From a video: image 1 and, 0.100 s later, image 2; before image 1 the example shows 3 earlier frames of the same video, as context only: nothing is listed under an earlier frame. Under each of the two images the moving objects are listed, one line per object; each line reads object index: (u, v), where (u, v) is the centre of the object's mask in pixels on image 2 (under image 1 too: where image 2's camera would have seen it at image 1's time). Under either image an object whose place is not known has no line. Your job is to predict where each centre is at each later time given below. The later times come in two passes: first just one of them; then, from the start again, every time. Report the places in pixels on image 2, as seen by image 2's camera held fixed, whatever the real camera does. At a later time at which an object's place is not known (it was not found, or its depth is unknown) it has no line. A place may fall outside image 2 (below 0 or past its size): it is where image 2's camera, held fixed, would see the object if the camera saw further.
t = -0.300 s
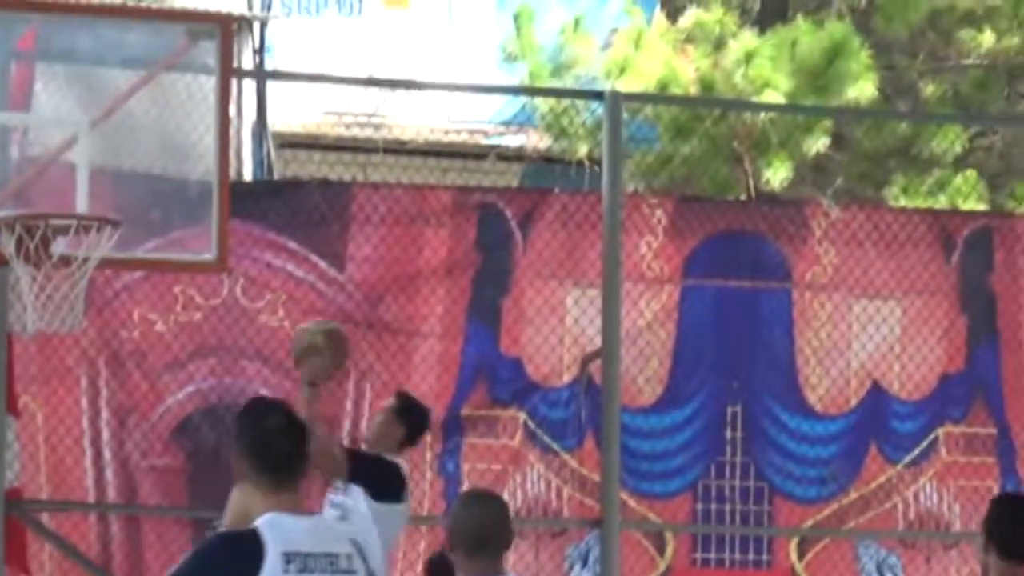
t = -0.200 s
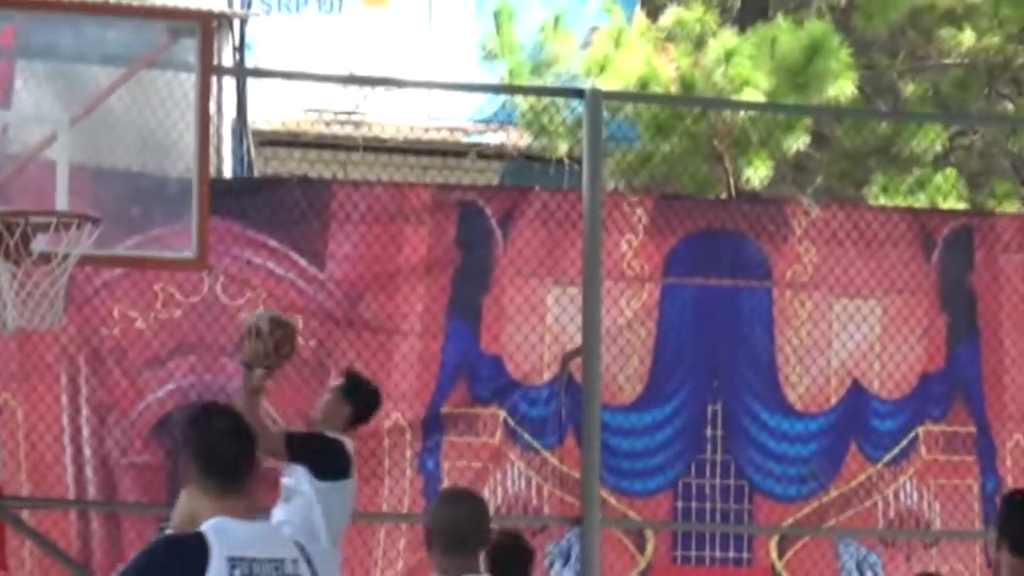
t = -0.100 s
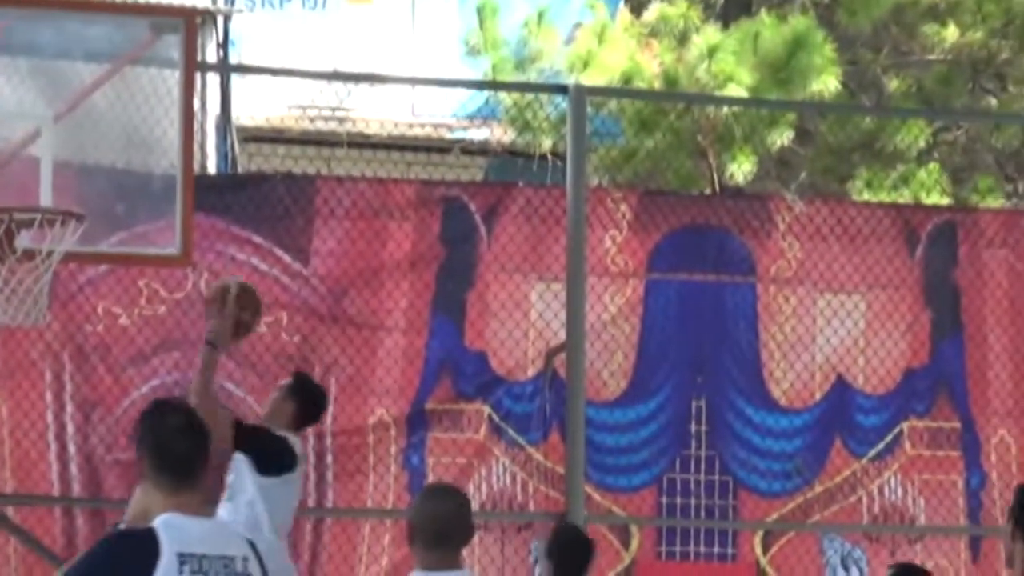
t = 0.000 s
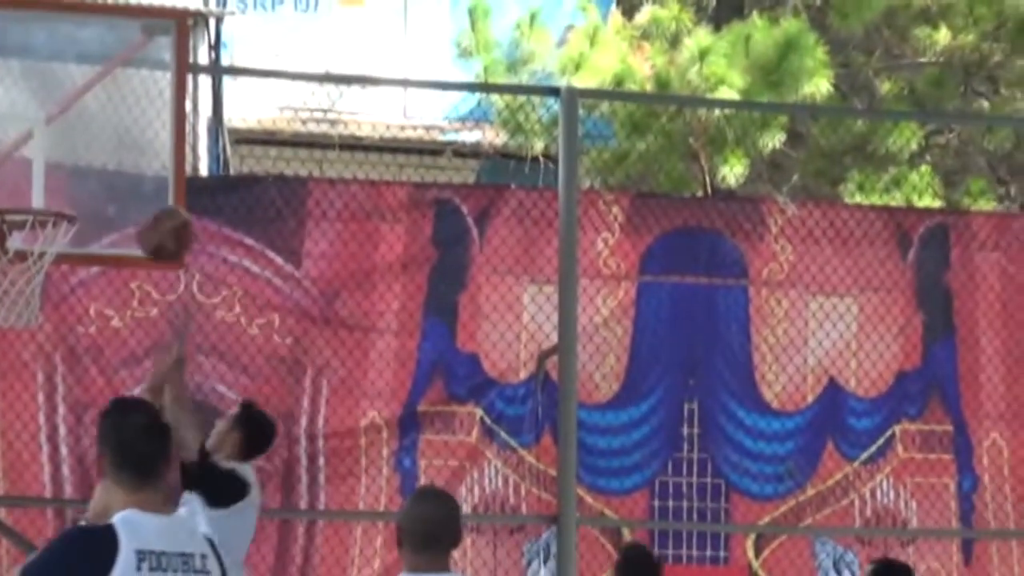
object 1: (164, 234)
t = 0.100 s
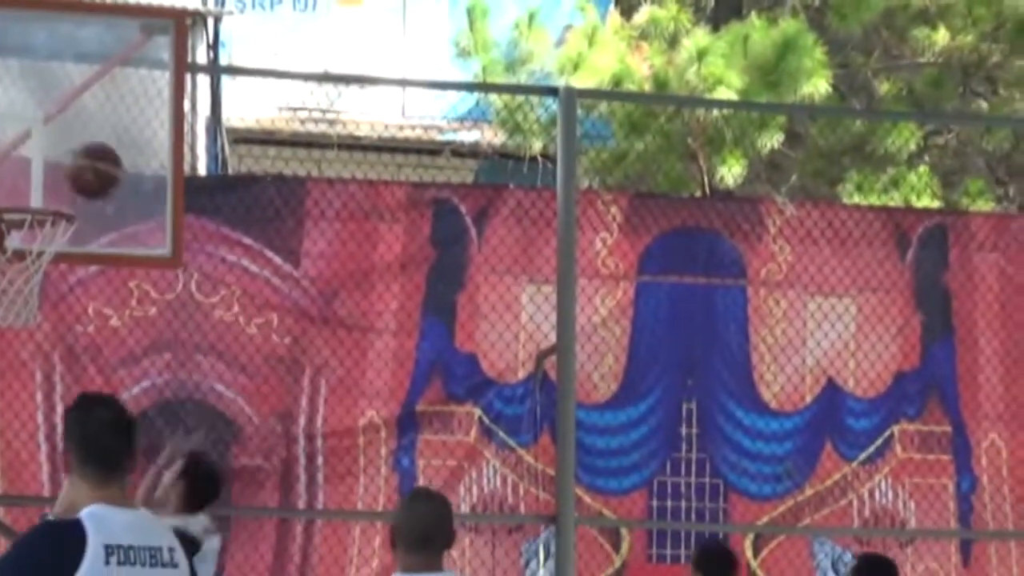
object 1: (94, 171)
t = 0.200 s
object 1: (29, 135)
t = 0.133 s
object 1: (80, 161)
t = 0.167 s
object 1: (51, 146)
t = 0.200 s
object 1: (29, 135)
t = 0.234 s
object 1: (23, 133)
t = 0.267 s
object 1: (15, 133)
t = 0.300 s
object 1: (8, 135)
